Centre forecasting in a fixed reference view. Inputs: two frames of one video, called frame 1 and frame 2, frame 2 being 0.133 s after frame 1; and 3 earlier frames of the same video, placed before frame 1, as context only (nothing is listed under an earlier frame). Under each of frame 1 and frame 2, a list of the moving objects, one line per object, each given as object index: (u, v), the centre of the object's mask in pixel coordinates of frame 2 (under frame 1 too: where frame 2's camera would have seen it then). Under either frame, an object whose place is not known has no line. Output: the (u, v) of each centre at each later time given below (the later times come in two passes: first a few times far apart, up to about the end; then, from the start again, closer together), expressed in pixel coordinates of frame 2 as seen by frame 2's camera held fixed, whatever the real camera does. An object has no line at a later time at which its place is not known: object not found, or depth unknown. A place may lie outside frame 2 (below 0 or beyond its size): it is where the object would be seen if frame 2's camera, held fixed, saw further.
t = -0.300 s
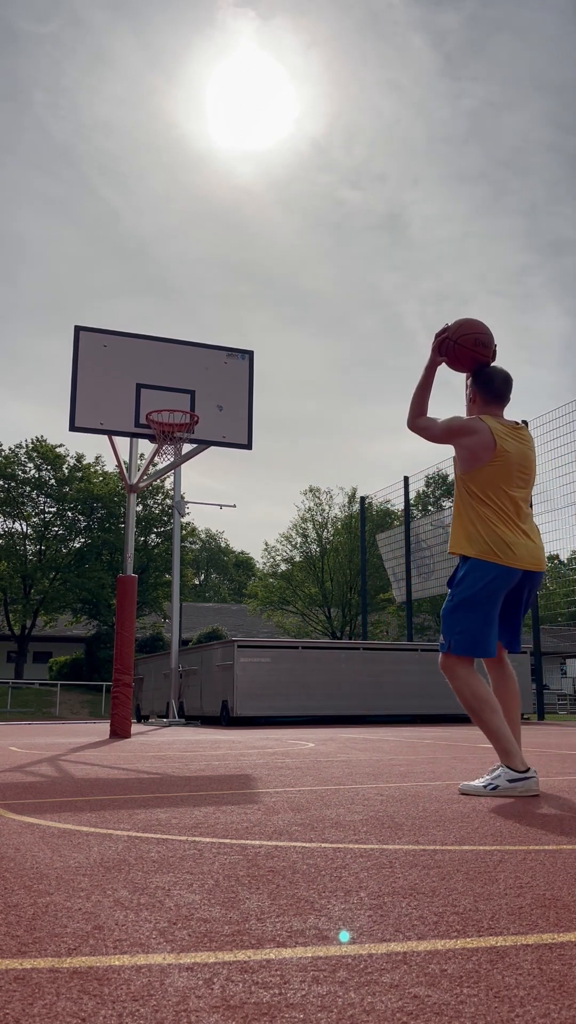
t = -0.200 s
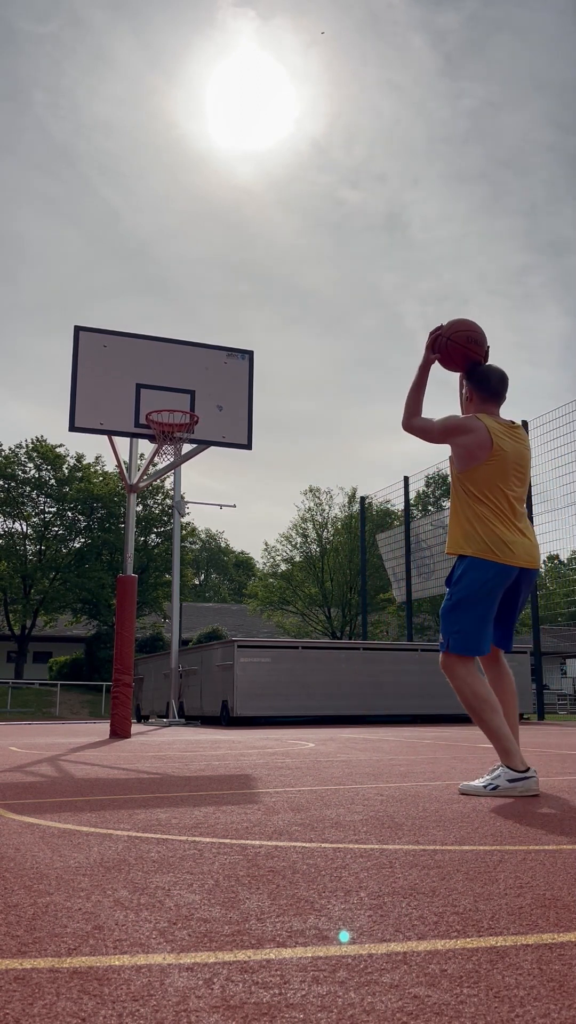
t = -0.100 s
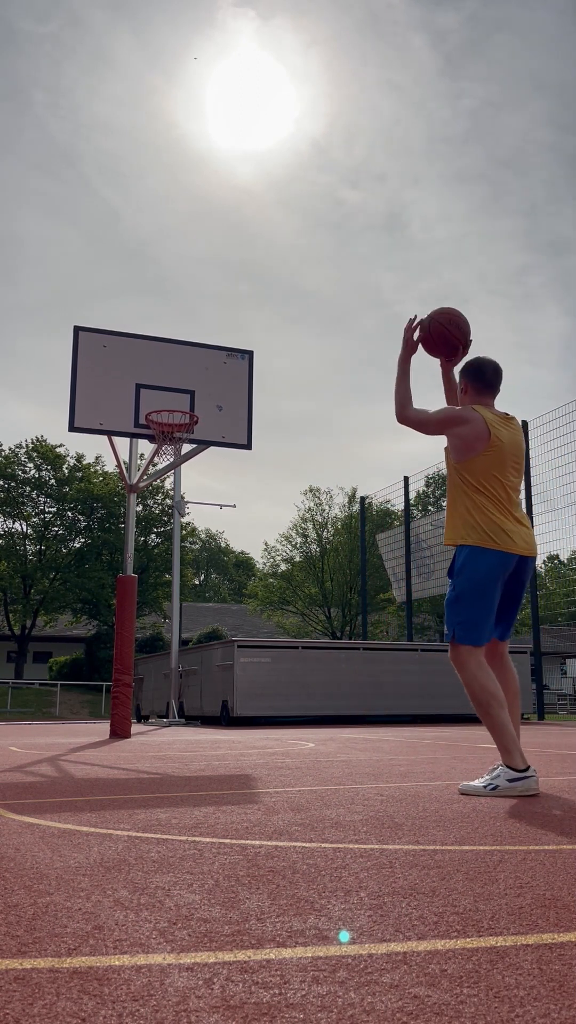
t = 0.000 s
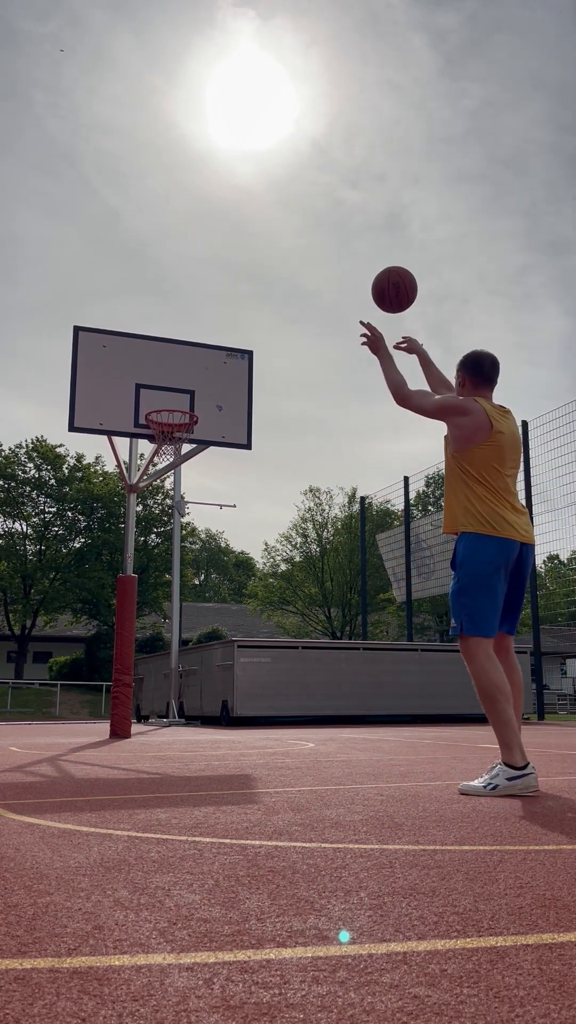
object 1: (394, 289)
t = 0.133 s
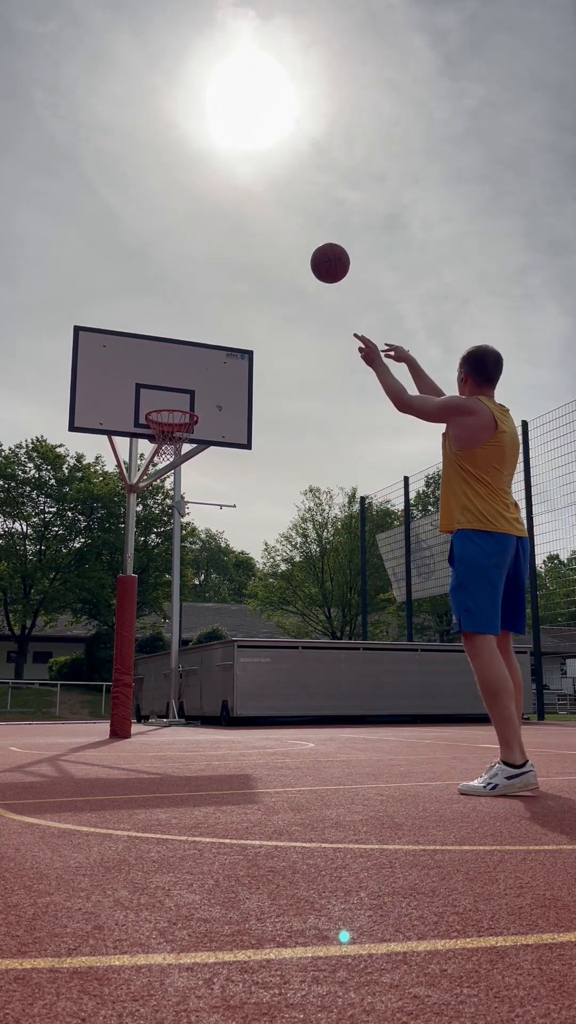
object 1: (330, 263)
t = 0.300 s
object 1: (273, 271)
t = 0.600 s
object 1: (202, 355)
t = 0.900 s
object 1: (170, 402)
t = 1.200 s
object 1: (183, 392)
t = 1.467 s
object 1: (184, 394)
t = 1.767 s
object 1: (184, 487)
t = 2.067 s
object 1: (179, 693)
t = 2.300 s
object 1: (183, 620)
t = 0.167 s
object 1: (317, 261)
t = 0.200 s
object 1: (305, 262)
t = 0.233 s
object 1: (293, 263)
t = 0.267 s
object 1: (283, 266)
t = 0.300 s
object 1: (273, 271)
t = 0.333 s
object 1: (263, 277)
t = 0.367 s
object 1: (254, 283)
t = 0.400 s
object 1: (246, 291)
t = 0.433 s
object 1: (238, 300)
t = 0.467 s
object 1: (230, 309)
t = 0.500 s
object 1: (223, 320)
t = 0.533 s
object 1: (215, 331)
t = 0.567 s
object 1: (208, 343)
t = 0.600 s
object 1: (202, 355)
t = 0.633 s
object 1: (195, 368)
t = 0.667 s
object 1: (189, 382)
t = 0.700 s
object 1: (183, 397)
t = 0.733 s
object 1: (180, 399)
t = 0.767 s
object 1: (178, 398)
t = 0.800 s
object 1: (176, 398)
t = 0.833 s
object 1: (174, 398)
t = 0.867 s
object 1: (172, 400)
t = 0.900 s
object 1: (170, 402)
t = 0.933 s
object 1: (172, 399)
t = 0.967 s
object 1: (174, 397)
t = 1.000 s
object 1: (175, 395)
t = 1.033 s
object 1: (177, 394)
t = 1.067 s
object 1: (178, 395)
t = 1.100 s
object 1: (180, 396)
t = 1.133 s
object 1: (182, 399)
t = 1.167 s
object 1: (182, 396)
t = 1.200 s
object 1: (183, 392)
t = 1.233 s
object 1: (183, 388)
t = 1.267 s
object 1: (183, 386)
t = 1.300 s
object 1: (184, 384)
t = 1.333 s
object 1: (184, 384)
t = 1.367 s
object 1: (184, 385)
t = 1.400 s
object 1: (184, 387)
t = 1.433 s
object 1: (184, 390)
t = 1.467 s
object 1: (184, 394)
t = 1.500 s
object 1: (184, 399)
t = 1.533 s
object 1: (184, 406)
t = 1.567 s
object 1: (185, 414)
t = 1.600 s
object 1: (185, 423)
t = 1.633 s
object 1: (184, 433)
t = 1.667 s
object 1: (184, 445)
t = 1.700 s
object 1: (184, 458)
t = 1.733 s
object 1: (184, 472)
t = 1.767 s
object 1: (184, 487)
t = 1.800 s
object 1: (184, 504)
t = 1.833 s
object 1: (183, 522)
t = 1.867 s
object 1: (183, 542)
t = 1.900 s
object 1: (182, 563)
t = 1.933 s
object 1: (182, 586)
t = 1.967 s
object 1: (181, 610)
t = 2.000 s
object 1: (181, 636)
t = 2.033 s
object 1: (180, 663)
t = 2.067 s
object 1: (179, 693)
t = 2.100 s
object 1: (178, 725)
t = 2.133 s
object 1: (178, 724)
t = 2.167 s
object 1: (179, 700)
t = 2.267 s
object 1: (182, 638)
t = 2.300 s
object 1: (183, 620)
